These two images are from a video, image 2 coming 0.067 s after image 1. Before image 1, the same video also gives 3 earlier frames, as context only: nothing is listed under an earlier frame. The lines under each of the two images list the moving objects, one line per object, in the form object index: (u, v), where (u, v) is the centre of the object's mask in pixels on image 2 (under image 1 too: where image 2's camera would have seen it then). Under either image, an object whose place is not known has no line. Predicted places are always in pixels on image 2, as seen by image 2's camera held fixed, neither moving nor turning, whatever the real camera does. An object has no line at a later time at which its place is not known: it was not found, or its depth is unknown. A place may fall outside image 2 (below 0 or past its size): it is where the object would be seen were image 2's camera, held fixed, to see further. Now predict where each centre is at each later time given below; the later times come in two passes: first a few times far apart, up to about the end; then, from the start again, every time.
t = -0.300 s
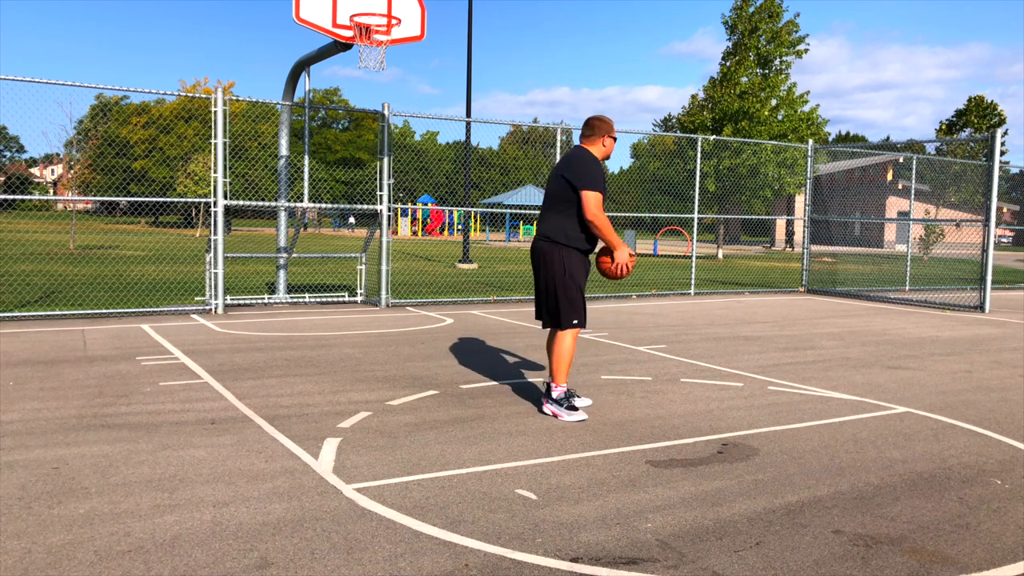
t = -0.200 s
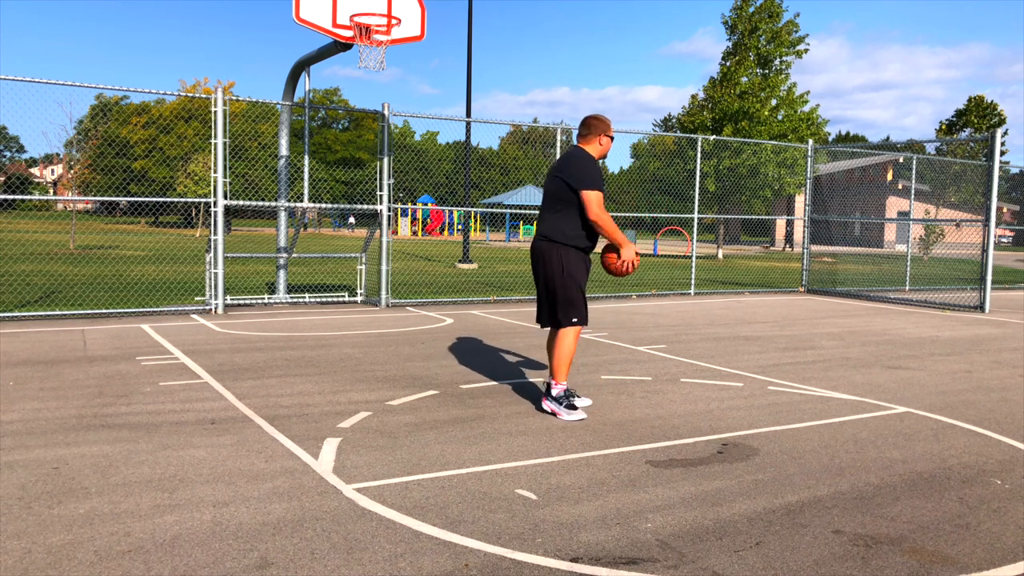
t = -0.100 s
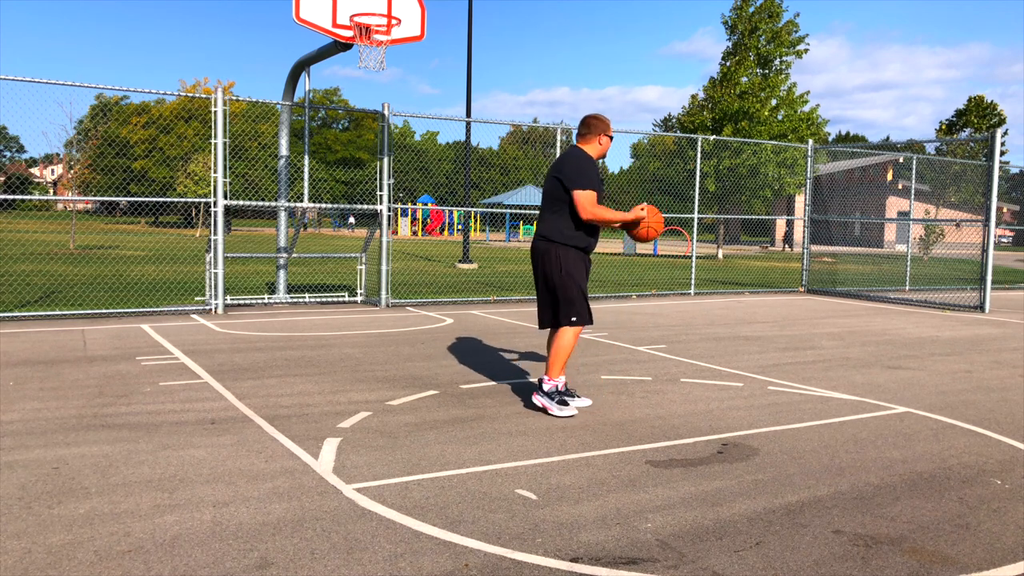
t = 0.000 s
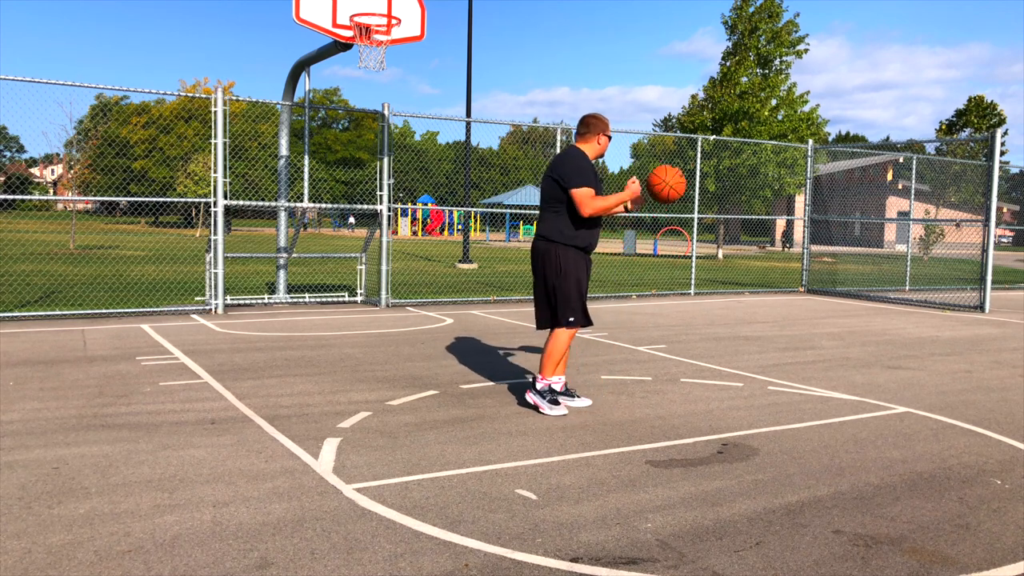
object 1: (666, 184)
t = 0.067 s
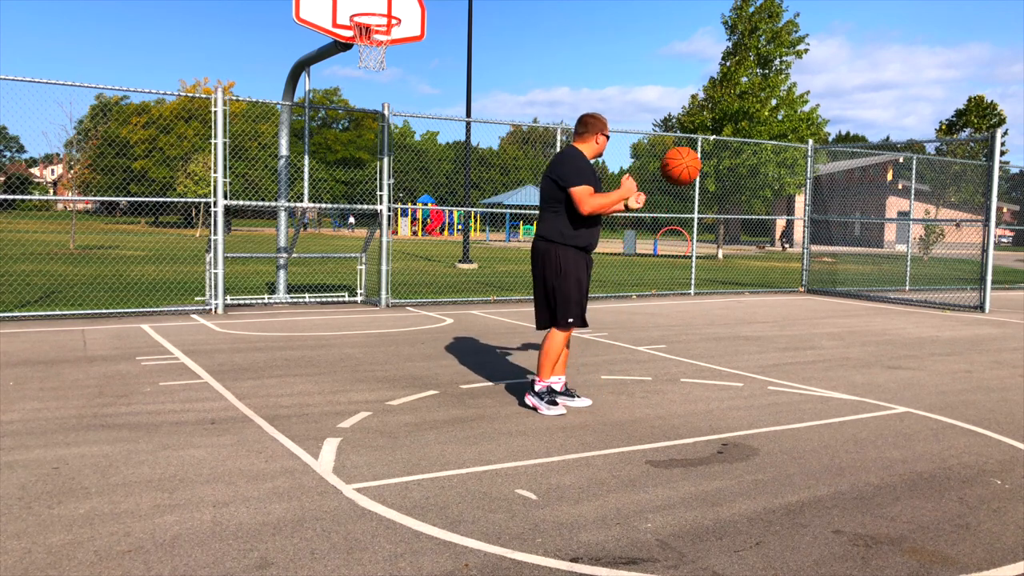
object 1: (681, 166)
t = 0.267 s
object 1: (722, 154)
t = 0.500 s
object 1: (765, 221)
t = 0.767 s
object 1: (808, 397)
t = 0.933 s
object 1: (779, 303)
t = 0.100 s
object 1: (688, 160)
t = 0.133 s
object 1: (695, 155)
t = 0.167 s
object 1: (702, 153)
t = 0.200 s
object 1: (708, 151)
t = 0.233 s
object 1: (715, 152)
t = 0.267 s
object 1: (722, 154)
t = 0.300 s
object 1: (728, 159)
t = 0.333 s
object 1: (734, 165)
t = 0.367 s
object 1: (741, 172)
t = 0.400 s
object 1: (747, 182)
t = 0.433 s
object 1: (753, 193)
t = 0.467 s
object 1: (759, 206)
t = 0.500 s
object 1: (765, 221)
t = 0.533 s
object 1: (771, 238)
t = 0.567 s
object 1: (776, 256)
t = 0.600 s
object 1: (782, 275)
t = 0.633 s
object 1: (788, 297)
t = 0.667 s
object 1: (793, 320)
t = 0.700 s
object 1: (799, 345)
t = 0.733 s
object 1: (804, 371)
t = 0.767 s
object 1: (808, 397)
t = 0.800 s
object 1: (802, 376)
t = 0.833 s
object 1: (797, 355)
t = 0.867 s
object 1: (791, 336)
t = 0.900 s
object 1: (785, 319)
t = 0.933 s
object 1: (779, 303)
